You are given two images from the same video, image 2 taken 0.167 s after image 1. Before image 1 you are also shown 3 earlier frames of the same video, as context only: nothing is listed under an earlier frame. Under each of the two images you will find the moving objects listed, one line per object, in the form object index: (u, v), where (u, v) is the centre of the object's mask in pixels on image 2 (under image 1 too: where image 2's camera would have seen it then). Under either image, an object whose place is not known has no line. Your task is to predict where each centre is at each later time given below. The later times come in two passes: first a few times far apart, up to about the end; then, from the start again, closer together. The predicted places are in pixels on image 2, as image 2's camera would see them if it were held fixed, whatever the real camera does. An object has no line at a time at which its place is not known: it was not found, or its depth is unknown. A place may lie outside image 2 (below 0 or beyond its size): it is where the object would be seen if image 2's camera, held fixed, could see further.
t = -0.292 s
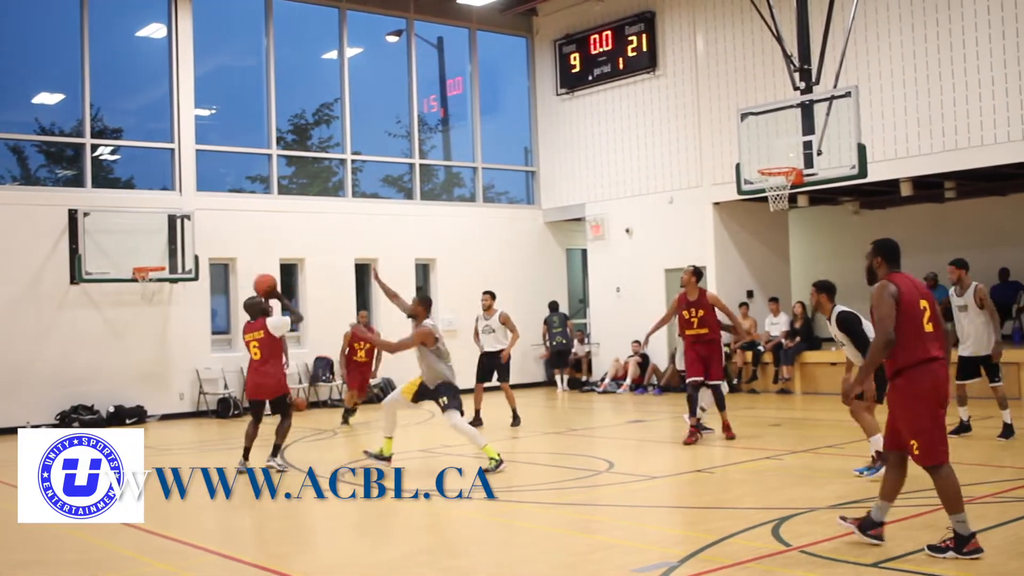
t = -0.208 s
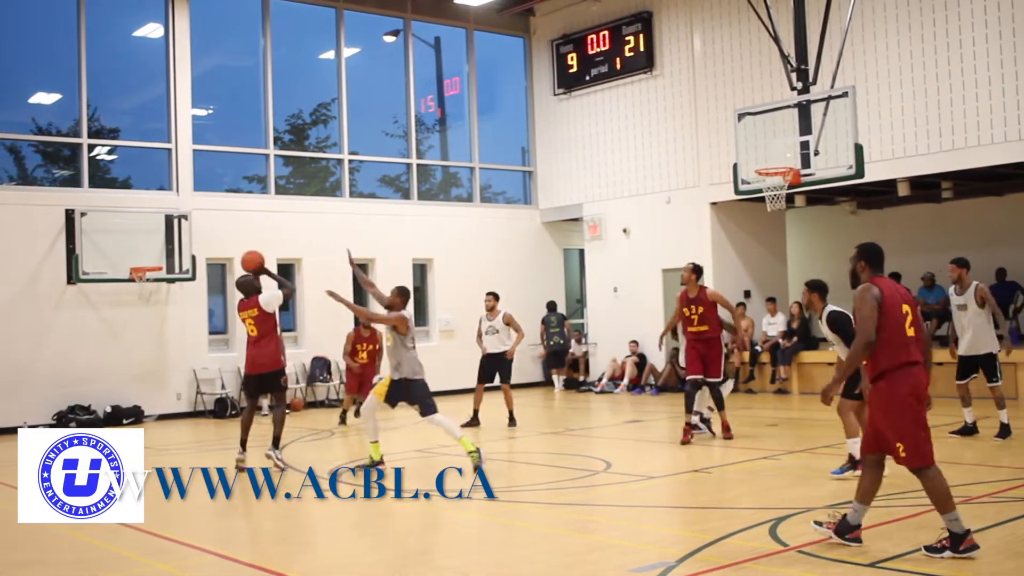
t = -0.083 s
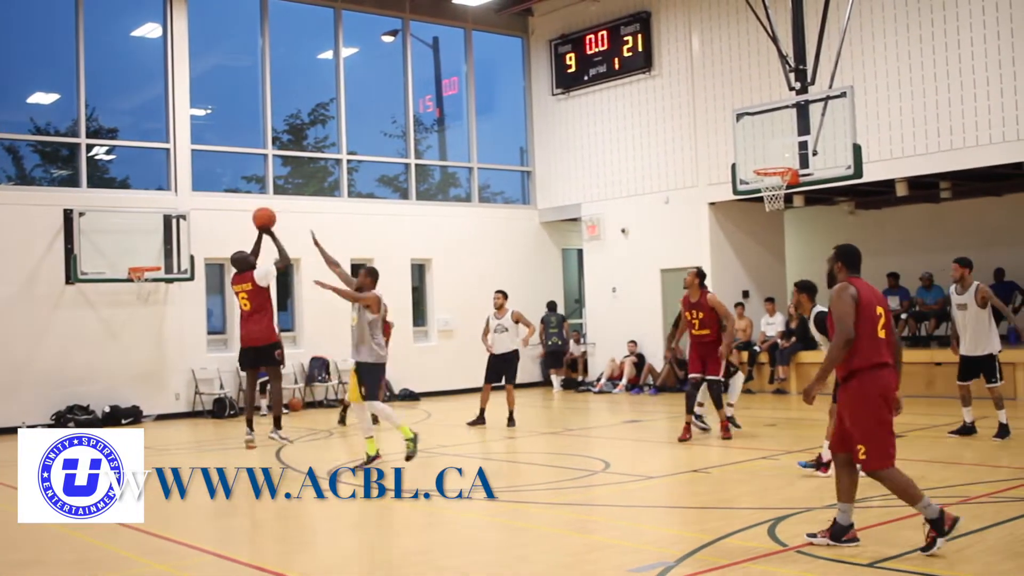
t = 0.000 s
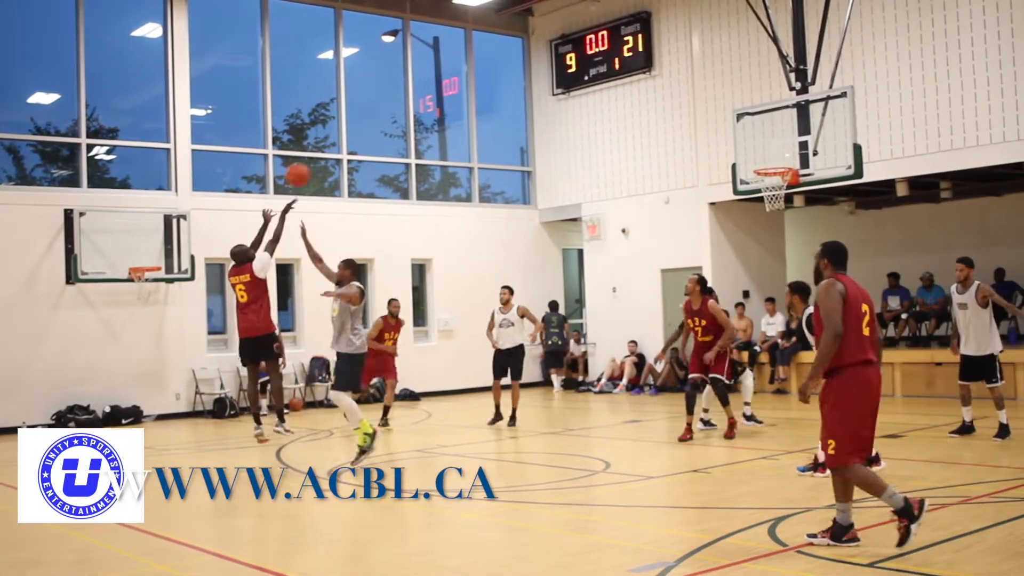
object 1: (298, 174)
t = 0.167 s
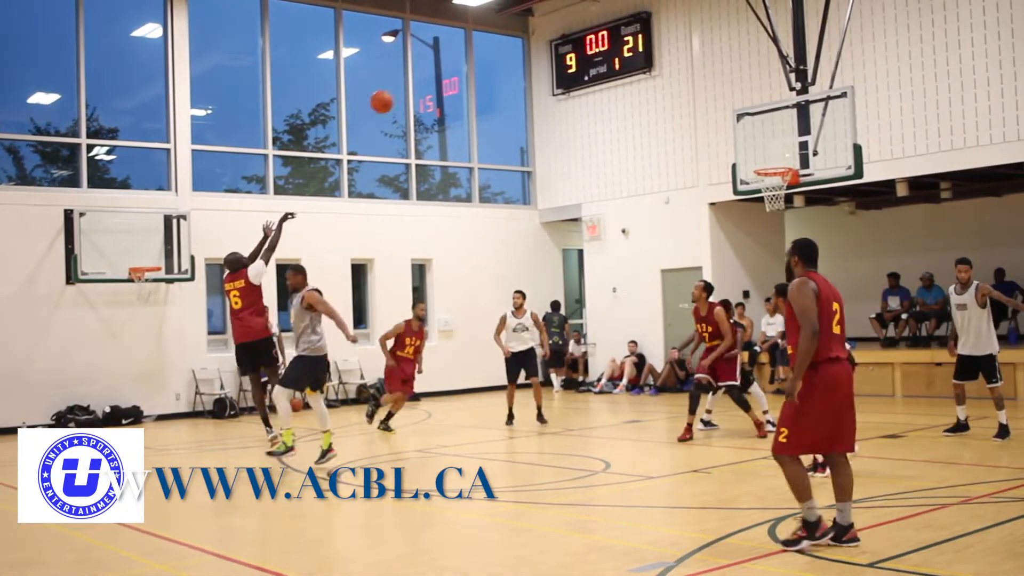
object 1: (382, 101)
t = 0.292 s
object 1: (442, 66)
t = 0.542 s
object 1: (552, 40)
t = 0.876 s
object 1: (687, 86)
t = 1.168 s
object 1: (778, 181)
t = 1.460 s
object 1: (769, 187)
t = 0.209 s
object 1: (402, 88)
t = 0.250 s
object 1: (422, 76)
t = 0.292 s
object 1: (442, 66)
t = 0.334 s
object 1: (461, 57)
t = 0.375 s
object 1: (480, 51)
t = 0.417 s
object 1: (498, 46)
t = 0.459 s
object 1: (517, 42)
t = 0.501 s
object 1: (535, 40)
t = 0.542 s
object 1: (552, 40)
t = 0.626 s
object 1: (586, 43)
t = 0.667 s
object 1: (605, 47)
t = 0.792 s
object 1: (654, 66)
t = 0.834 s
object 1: (671, 76)
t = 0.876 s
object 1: (687, 86)
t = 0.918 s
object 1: (703, 98)
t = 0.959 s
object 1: (719, 111)
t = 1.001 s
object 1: (734, 125)
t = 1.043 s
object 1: (750, 140)
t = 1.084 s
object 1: (765, 156)
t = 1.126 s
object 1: (777, 172)
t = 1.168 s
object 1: (778, 181)
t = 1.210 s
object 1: (777, 184)
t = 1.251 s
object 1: (775, 182)
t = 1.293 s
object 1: (770, 176)
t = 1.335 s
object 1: (768, 182)
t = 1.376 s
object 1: (767, 183)
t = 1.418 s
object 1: (767, 184)
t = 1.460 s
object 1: (769, 187)
